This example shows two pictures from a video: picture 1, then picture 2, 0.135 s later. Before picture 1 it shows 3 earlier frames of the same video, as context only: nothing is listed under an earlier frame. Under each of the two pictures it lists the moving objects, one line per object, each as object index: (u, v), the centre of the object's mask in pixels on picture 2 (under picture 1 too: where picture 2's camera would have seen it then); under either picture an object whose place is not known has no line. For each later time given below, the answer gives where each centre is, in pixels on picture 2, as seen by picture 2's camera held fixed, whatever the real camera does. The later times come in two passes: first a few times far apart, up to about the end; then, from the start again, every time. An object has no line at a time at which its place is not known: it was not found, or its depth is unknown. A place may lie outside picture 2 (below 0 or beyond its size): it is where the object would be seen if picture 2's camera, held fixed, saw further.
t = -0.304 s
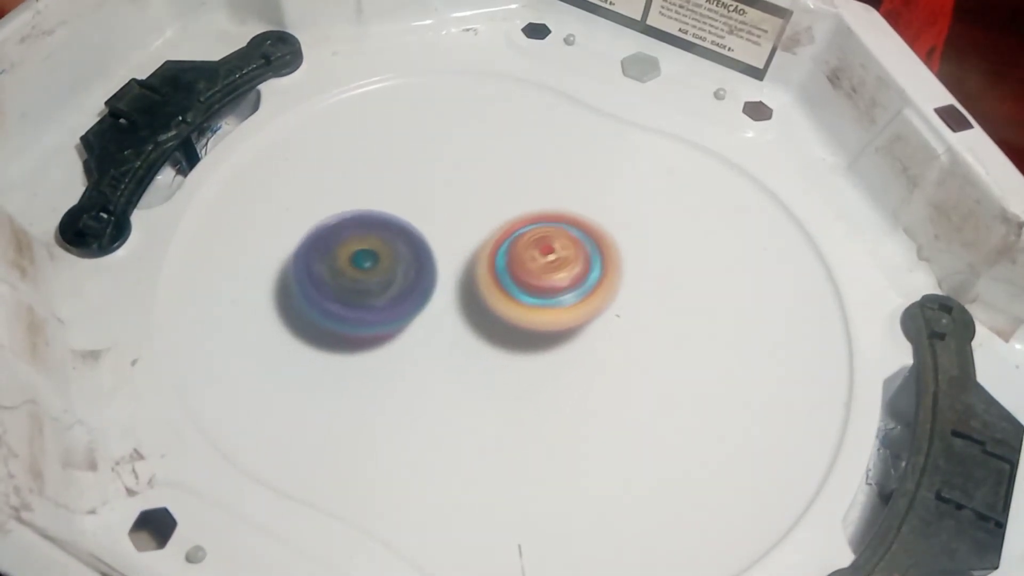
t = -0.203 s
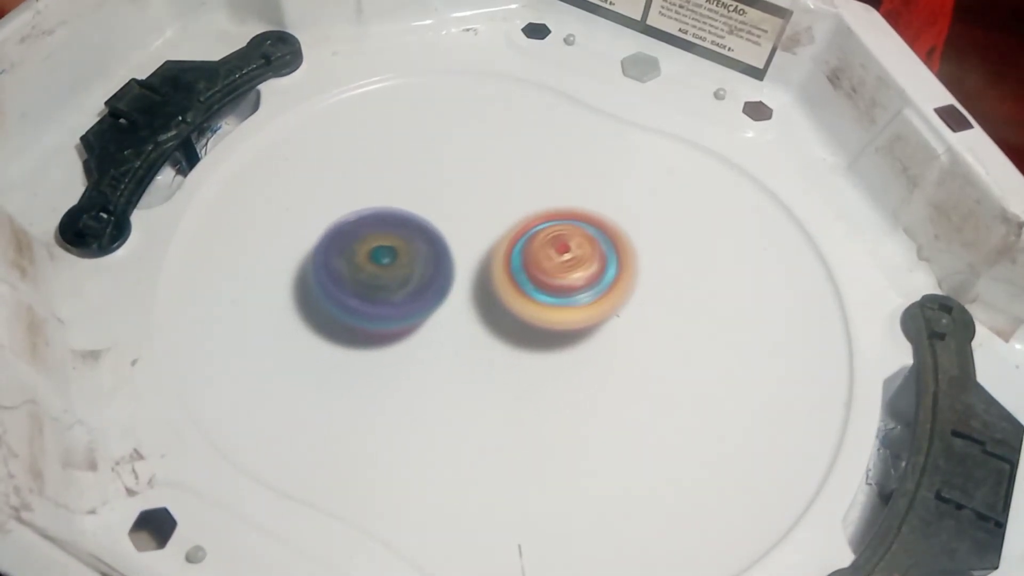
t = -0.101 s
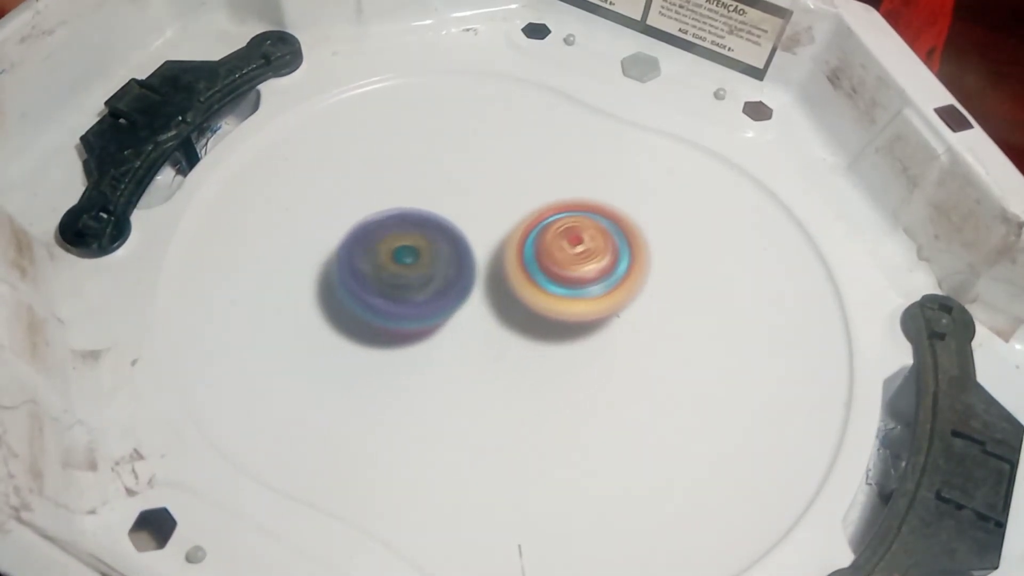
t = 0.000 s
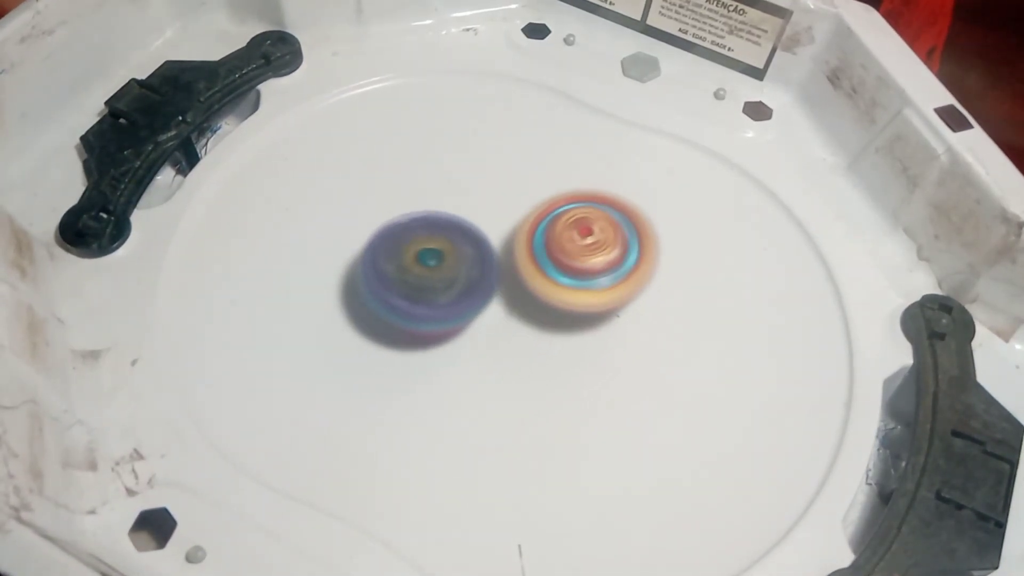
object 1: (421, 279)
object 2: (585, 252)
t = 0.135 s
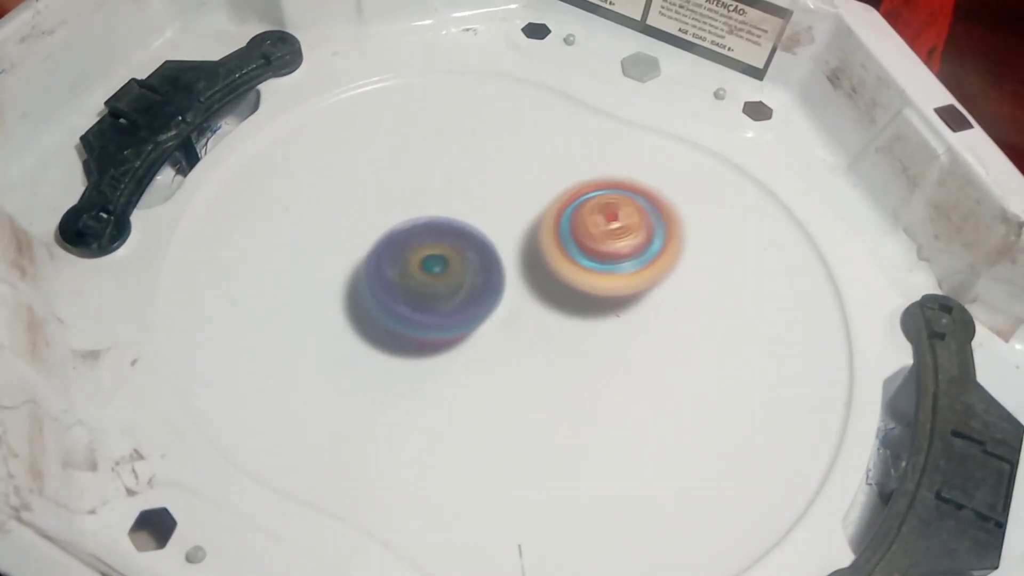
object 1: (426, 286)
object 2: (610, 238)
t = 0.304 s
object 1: (438, 283)
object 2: (636, 237)
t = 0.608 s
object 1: (421, 291)
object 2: (680, 253)
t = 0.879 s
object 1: (354, 282)
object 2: (697, 297)
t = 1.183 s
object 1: (382, 275)
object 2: (618, 333)
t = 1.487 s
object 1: (385, 255)
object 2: (551, 363)
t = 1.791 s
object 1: (415, 229)
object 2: (481, 378)
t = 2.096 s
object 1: (469, 220)
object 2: (423, 354)
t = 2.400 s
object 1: (520, 229)
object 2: (394, 317)
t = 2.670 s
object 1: (595, 234)
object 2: (388, 284)
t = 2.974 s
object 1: (638, 252)
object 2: (417, 248)
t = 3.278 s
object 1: (627, 282)
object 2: (477, 233)
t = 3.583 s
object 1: (641, 343)
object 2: (480, 232)
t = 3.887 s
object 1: (599, 375)
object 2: (496, 257)
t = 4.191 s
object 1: (587, 414)
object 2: (460, 274)
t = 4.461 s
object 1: (568, 406)
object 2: (443, 270)
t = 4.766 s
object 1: (593, 392)
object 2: (428, 259)
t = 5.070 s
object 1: (581, 360)
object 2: (435, 251)
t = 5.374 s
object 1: (574, 335)
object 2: (441, 239)
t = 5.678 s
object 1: (578, 329)
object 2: (417, 226)
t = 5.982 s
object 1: (558, 316)
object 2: (405, 227)
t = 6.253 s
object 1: (587, 342)
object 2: (373, 228)
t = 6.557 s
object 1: (594, 347)
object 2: (374, 241)
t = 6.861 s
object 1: (572, 328)
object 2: (425, 274)
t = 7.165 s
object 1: (607, 326)
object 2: (432, 275)
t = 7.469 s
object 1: (639, 314)
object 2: (434, 263)
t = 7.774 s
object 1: (617, 298)
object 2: (470, 254)
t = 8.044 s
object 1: (633, 294)
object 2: (480, 257)
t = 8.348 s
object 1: (632, 292)
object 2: (466, 281)
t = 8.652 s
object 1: (645, 282)
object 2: (448, 290)
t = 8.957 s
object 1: (622, 284)
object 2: (468, 288)
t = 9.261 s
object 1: (689, 281)
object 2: (426, 289)
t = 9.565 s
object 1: (657, 294)
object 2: (428, 290)
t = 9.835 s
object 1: (603, 326)
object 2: (444, 275)
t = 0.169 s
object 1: (424, 287)
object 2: (616, 237)
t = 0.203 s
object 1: (425, 286)
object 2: (622, 236)
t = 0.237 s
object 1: (429, 285)
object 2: (628, 236)
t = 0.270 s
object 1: (433, 284)
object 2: (632, 236)
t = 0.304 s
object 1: (438, 283)
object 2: (636, 237)
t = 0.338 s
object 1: (443, 282)
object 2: (639, 238)
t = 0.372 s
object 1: (450, 280)
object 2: (642, 240)
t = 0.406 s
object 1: (457, 278)
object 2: (642, 243)
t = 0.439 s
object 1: (464, 277)
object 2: (643, 246)
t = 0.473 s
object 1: (471, 277)
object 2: (643, 249)
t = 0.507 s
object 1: (478, 278)
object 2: (641, 252)
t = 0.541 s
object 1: (483, 278)
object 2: (641, 256)
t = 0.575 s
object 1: (454, 285)
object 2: (658, 254)
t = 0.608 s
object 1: (421, 291)
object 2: (680, 253)
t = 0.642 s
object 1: (395, 296)
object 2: (691, 254)
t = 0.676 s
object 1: (378, 297)
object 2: (696, 259)
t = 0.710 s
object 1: (366, 296)
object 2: (700, 265)
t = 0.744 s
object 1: (359, 293)
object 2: (703, 271)
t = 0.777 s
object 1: (355, 290)
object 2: (704, 277)
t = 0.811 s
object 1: (354, 287)
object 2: (703, 284)
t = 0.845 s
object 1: (354, 284)
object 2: (701, 291)
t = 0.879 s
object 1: (354, 282)
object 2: (697, 297)
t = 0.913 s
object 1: (356, 280)
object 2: (691, 303)
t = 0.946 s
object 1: (357, 279)
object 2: (684, 309)
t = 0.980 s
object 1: (360, 277)
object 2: (676, 314)
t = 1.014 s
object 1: (363, 277)
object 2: (668, 319)
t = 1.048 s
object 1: (366, 276)
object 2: (659, 322)
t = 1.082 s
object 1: (370, 276)
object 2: (649, 325)
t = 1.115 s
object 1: (374, 275)
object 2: (639, 328)
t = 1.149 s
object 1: (378, 275)
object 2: (628, 331)
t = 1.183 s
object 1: (382, 275)
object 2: (618, 333)
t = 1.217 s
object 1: (387, 275)
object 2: (607, 335)
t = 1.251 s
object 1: (392, 275)
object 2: (597, 336)
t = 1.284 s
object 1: (397, 275)
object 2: (585, 338)
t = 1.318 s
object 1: (402, 275)
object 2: (575, 340)
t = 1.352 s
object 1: (407, 276)
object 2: (564, 342)
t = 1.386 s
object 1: (412, 276)
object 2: (552, 344)
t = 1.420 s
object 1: (407, 273)
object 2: (549, 348)
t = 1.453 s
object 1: (393, 262)
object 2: (553, 357)
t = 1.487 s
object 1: (385, 255)
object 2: (551, 363)
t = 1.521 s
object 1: (382, 249)
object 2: (546, 368)
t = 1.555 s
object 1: (382, 244)
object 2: (537, 373)
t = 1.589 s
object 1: (385, 239)
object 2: (529, 377)
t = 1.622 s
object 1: (389, 237)
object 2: (521, 379)
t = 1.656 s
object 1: (394, 234)
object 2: (513, 380)
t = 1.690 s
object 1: (398, 232)
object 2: (505, 381)
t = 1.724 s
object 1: (403, 231)
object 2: (497, 381)
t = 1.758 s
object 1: (409, 230)
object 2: (489, 380)
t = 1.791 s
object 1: (415, 229)
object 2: (481, 378)
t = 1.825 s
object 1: (420, 229)
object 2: (473, 376)
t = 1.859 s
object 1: (426, 229)
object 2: (466, 373)
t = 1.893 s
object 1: (431, 229)
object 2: (459, 370)
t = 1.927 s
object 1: (437, 229)
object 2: (452, 365)
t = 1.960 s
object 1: (442, 228)
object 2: (446, 360)
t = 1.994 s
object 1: (448, 228)
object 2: (440, 355)
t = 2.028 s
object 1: (454, 227)
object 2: (434, 351)
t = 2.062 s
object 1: (461, 225)
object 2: (429, 353)
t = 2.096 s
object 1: (469, 220)
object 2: (423, 354)
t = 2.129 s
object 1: (476, 218)
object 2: (417, 352)
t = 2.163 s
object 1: (482, 217)
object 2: (411, 350)
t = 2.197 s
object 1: (489, 218)
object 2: (405, 347)
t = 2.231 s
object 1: (495, 219)
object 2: (401, 344)
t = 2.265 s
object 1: (500, 221)
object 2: (397, 340)
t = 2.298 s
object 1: (505, 223)
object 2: (394, 335)
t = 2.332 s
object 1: (510, 225)
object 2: (393, 330)
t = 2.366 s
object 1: (514, 227)
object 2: (392, 324)
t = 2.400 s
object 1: (520, 229)
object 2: (394, 317)
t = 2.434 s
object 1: (524, 232)
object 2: (395, 311)
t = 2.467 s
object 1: (529, 234)
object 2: (399, 305)
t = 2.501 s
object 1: (534, 237)
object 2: (403, 298)
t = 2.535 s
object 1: (538, 241)
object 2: (406, 292)
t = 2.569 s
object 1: (551, 238)
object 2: (397, 293)
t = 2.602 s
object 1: (570, 234)
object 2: (391, 292)
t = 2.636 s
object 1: (584, 233)
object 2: (389, 288)
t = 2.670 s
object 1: (595, 234)
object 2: (388, 284)
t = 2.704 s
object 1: (603, 235)
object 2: (388, 279)
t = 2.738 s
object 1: (610, 236)
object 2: (390, 274)
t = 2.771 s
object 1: (617, 238)
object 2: (392, 270)
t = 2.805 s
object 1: (622, 240)
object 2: (395, 266)
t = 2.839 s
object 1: (627, 242)
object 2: (399, 262)
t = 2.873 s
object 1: (631, 244)
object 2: (403, 258)
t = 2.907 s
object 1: (634, 247)
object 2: (407, 255)
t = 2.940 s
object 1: (636, 249)
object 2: (412, 251)
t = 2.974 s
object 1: (638, 252)
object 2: (417, 248)
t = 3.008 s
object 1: (639, 255)
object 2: (422, 246)
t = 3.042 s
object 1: (639, 258)
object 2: (428, 243)
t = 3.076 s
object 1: (639, 262)
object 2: (433, 241)
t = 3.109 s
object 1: (645, 260)
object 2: (440, 239)
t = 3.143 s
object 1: (644, 264)
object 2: (446, 237)
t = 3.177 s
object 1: (641, 269)
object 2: (453, 236)
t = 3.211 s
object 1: (637, 273)
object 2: (461, 234)
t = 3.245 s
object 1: (633, 277)
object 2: (469, 233)
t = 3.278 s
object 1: (627, 282)
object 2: (477, 233)
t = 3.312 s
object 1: (624, 287)
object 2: (483, 234)
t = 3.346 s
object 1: (641, 295)
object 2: (476, 231)
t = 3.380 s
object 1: (655, 305)
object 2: (472, 230)
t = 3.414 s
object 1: (659, 315)
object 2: (472, 228)
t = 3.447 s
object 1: (660, 320)
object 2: (474, 228)
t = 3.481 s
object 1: (657, 327)
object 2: (475, 228)
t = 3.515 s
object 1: (653, 333)
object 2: (477, 229)
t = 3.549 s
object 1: (648, 338)
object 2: (479, 230)
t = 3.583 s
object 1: (641, 343)
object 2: (480, 232)
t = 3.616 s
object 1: (635, 346)
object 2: (482, 234)
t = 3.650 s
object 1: (628, 349)
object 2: (483, 236)
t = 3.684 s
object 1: (621, 351)
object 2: (485, 239)
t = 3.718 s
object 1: (614, 353)
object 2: (488, 243)
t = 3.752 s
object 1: (605, 356)
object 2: (492, 246)
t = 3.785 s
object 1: (599, 356)
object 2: (497, 250)
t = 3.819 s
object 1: (600, 363)
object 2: (497, 253)
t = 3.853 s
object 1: (601, 369)
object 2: (497, 254)
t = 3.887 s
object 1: (599, 375)
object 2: (496, 257)
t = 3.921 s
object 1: (596, 379)
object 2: (495, 260)
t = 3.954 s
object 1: (593, 382)
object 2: (492, 264)
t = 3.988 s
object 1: (590, 384)
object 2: (489, 266)
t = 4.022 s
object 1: (585, 387)
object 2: (486, 270)
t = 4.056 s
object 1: (582, 388)
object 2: (483, 273)
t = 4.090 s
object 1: (577, 391)
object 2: (479, 277)
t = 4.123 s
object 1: (583, 402)
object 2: (470, 277)
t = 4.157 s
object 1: (589, 409)
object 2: (464, 276)
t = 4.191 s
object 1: (587, 414)
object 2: (460, 274)
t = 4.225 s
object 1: (586, 417)
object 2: (457, 272)
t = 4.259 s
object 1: (584, 418)
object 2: (454, 270)
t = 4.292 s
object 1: (580, 419)
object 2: (451, 268)
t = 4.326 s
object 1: (578, 418)
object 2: (449, 268)
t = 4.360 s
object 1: (576, 416)
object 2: (447, 268)
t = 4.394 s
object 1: (574, 413)
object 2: (446, 268)
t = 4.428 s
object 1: (570, 410)
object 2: (445, 269)
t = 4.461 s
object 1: (568, 406)
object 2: (443, 270)
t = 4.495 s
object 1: (566, 402)
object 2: (443, 270)
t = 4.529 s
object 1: (563, 397)
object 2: (443, 270)
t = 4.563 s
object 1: (560, 393)
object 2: (443, 271)
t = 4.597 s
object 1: (559, 387)
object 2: (444, 272)
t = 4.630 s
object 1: (556, 382)
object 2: (445, 273)
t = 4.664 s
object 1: (554, 377)
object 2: (445, 273)
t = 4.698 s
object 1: (569, 385)
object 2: (436, 267)
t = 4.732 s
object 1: (585, 390)
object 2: (431, 262)
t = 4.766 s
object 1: (593, 392)
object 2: (428, 259)
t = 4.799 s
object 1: (597, 391)
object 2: (427, 257)
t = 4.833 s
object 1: (597, 389)
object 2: (427, 255)
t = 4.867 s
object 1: (594, 387)
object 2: (427, 254)
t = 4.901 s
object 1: (592, 383)
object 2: (428, 253)
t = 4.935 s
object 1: (590, 379)
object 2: (429, 252)
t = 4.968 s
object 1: (587, 376)
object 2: (430, 252)
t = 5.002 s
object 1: (585, 371)
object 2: (431, 252)
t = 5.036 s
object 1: (584, 365)
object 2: (433, 251)
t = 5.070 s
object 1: (581, 360)
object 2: (435, 251)
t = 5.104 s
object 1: (577, 356)
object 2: (437, 251)
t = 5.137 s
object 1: (574, 351)
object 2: (440, 250)
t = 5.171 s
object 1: (571, 344)
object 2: (443, 251)
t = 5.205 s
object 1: (567, 339)
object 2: (447, 251)
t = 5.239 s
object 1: (571, 340)
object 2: (444, 248)
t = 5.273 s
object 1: (578, 342)
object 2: (441, 245)
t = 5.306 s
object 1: (580, 340)
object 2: (441, 243)
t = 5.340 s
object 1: (577, 338)
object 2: (440, 241)
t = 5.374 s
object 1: (574, 335)
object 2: (441, 239)
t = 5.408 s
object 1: (570, 332)
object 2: (441, 238)
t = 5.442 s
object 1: (567, 327)
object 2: (442, 238)
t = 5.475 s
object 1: (561, 325)
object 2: (443, 238)
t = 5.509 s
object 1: (561, 321)
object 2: (442, 237)
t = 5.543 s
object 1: (557, 321)
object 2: (442, 237)
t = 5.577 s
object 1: (564, 325)
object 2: (434, 234)
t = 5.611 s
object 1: (576, 327)
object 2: (426, 230)
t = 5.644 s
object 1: (579, 329)
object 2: (421, 227)
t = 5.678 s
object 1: (578, 329)
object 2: (417, 226)
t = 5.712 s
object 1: (578, 329)
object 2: (415, 224)
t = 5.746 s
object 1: (577, 328)
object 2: (412, 223)
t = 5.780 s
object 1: (573, 328)
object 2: (410, 223)
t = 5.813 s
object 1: (573, 325)
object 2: (408, 223)
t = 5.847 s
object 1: (571, 323)
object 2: (407, 223)
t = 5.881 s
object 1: (567, 322)
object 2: (406, 223)
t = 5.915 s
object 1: (565, 319)
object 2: (405, 224)
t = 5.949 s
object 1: (562, 318)
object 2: (404, 226)
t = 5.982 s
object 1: (558, 316)
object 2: (405, 227)
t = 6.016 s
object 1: (553, 315)
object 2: (406, 228)
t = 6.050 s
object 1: (548, 315)
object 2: (407, 230)
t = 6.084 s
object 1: (541, 315)
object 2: (409, 233)
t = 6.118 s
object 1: (533, 315)
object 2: (410, 236)
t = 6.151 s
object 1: (541, 327)
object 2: (398, 233)
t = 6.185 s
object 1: (564, 334)
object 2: (385, 229)
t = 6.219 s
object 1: (581, 338)
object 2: (378, 227)
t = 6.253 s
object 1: (587, 342)
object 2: (373, 228)
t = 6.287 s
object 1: (590, 346)
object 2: (370, 228)
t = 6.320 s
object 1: (591, 347)
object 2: (368, 228)
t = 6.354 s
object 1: (591, 350)
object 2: (367, 229)
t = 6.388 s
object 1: (592, 350)
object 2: (366, 229)
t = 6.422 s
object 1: (593, 351)
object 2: (365, 231)
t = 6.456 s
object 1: (593, 350)
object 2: (366, 233)
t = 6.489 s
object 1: (593, 350)
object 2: (368, 235)
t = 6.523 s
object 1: (592, 349)
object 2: (370, 238)
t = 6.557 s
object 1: (594, 347)
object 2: (374, 241)
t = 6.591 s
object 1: (593, 346)
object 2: (378, 244)
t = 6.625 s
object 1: (591, 344)
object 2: (382, 248)
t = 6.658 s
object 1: (590, 342)
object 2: (389, 252)
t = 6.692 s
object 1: (588, 340)
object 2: (393, 255)
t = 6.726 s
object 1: (585, 337)
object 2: (398, 260)
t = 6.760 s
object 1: (582, 336)
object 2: (405, 264)
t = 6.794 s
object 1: (579, 332)
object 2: (411, 267)
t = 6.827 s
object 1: (575, 330)
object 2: (418, 270)
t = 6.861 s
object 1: (572, 328)
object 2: (425, 274)
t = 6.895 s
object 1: (574, 330)
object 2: (425, 275)
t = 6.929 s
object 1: (590, 330)
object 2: (422, 275)
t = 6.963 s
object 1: (595, 331)
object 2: (422, 276)
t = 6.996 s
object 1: (598, 329)
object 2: (423, 277)
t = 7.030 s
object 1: (596, 328)
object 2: (427, 277)
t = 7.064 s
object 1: (594, 325)
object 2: (431, 278)
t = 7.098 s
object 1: (591, 323)
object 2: (437, 278)
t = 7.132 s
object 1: (590, 322)
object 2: (441, 278)
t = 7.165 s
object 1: (607, 326)
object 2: (432, 275)
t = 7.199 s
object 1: (625, 327)
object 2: (427, 272)
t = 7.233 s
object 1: (636, 326)
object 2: (424, 270)
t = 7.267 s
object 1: (641, 325)
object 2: (423, 269)
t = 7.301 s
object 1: (640, 325)
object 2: (423, 268)
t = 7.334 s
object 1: (642, 322)
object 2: (424, 267)
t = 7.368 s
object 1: (641, 323)
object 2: (426, 266)
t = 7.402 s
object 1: (641, 319)
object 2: (428, 265)
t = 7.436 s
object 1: (639, 318)
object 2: (430, 264)
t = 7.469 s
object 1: (639, 314)
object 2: (434, 263)
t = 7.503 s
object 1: (636, 312)
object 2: (438, 262)
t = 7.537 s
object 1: (632, 310)
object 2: (442, 262)
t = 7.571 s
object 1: (629, 308)
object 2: (447, 260)
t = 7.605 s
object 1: (622, 307)
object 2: (452, 259)
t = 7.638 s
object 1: (618, 302)
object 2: (459, 259)
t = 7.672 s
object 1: (612, 301)
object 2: (465, 258)
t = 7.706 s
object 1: (617, 299)
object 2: (465, 256)
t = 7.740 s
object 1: (619, 298)
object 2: (467, 256)
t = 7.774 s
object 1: (617, 298)
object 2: (470, 254)
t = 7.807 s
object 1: (628, 298)
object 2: (467, 253)
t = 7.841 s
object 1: (634, 300)
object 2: (466, 252)
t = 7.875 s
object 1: (637, 299)
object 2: (467, 251)
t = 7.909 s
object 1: (636, 300)
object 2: (469, 251)
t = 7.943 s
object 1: (637, 298)
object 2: (472, 253)
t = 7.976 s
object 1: (634, 299)
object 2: (475, 255)
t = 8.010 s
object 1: (635, 295)
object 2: (477, 256)
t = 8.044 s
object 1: (633, 294)
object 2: (480, 257)
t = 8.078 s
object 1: (631, 292)
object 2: (482, 258)
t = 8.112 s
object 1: (632, 293)
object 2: (480, 261)
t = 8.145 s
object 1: (632, 293)
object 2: (479, 264)
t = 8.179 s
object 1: (632, 291)
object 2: (479, 267)
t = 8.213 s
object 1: (630, 292)
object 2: (477, 271)
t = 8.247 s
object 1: (634, 293)
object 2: (472, 274)
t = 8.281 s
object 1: (635, 293)
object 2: (468, 277)
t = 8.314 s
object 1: (634, 293)
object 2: (467, 279)
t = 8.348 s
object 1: (632, 292)
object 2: (466, 281)
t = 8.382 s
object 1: (630, 291)
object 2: (464, 282)
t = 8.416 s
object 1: (628, 288)
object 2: (465, 282)
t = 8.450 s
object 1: (625, 288)
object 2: (466, 283)
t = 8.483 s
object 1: (623, 287)
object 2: (466, 284)
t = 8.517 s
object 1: (630, 286)
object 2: (457, 285)
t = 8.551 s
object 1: (638, 285)
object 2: (453, 287)
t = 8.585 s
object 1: (642, 285)
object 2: (450, 287)
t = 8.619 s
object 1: (643, 285)
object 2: (448, 288)
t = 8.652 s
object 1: (645, 282)
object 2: (448, 290)
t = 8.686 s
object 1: (646, 282)
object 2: (448, 292)
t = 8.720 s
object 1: (644, 284)
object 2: (448, 293)
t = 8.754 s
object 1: (643, 282)
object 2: (450, 294)
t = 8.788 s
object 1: (641, 282)
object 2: (451, 294)
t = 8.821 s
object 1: (638, 282)
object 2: (453, 294)
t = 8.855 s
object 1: (635, 282)
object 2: (456, 294)
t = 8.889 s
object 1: (630, 284)
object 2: (459, 293)
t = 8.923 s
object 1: (626, 283)
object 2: (463, 290)
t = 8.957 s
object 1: (622, 284)
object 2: (468, 288)
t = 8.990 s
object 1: (624, 284)
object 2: (468, 287)
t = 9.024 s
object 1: (624, 286)
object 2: (468, 286)
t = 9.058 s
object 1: (642, 287)
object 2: (453, 288)
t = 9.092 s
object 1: (661, 285)
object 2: (445, 288)
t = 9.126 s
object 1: (680, 278)
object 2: (440, 287)
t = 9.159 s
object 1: (684, 279)
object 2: (435, 288)
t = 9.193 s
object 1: (686, 280)
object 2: (432, 288)
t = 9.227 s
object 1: (688, 280)
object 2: (429, 288)
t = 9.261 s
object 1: (689, 281)
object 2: (426, 289)
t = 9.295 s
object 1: (689, 282)
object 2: (425, 289)
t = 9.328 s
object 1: (688, 283)
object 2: (424, 290)
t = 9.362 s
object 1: (686, 284)
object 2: (423, 290)
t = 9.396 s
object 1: (684, 285)
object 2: (424, 290)
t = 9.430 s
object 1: (680, 286)
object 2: (423, 291)
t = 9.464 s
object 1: (675, 288)
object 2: (424, 291)
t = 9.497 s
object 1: (668, 291)
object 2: (425, 291)
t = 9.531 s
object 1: (664, 291)
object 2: (425, 290)
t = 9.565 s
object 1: (657, 294)
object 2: (428, 290)
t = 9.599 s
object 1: (652, 296)
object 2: (429, 290)
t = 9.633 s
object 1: (643, 300)
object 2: (432, 288)
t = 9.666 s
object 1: (636, 303)
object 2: (435, 288)
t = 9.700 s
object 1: (627, 305)
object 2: (438, 285)
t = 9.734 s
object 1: (619, 309)
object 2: (443, 284)
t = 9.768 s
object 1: (611, 313)
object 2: (446, 282)
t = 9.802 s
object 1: (603, 317)
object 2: (451, 279)
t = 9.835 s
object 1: (603, 326)
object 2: (444, 275)
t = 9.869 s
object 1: (637, 334)
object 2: (427, 268)
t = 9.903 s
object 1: (667, 343)
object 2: (415, 263)
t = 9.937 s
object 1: (688, 351)
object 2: (408, 260)
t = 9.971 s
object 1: (707, 353)
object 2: (405, 257)
